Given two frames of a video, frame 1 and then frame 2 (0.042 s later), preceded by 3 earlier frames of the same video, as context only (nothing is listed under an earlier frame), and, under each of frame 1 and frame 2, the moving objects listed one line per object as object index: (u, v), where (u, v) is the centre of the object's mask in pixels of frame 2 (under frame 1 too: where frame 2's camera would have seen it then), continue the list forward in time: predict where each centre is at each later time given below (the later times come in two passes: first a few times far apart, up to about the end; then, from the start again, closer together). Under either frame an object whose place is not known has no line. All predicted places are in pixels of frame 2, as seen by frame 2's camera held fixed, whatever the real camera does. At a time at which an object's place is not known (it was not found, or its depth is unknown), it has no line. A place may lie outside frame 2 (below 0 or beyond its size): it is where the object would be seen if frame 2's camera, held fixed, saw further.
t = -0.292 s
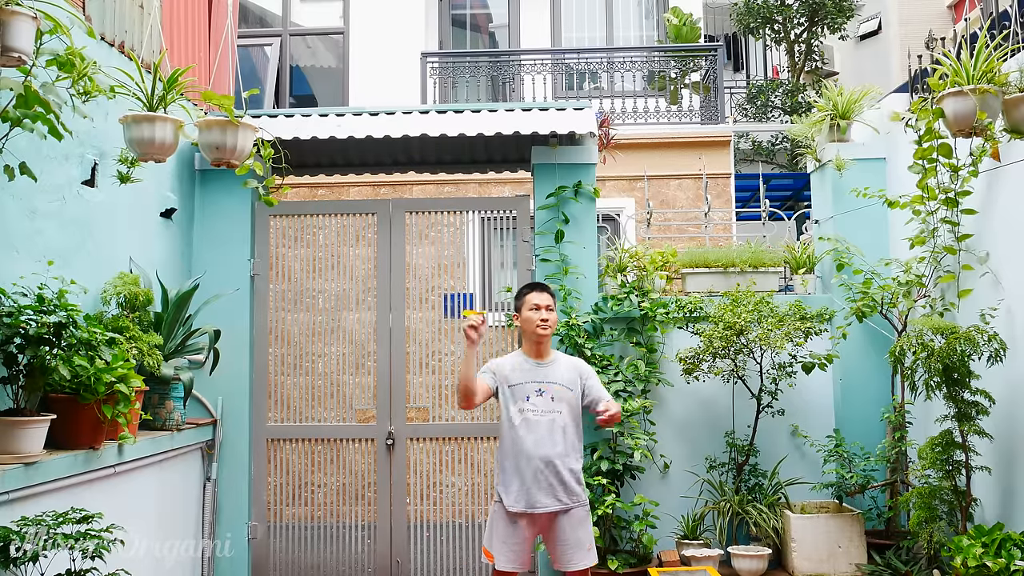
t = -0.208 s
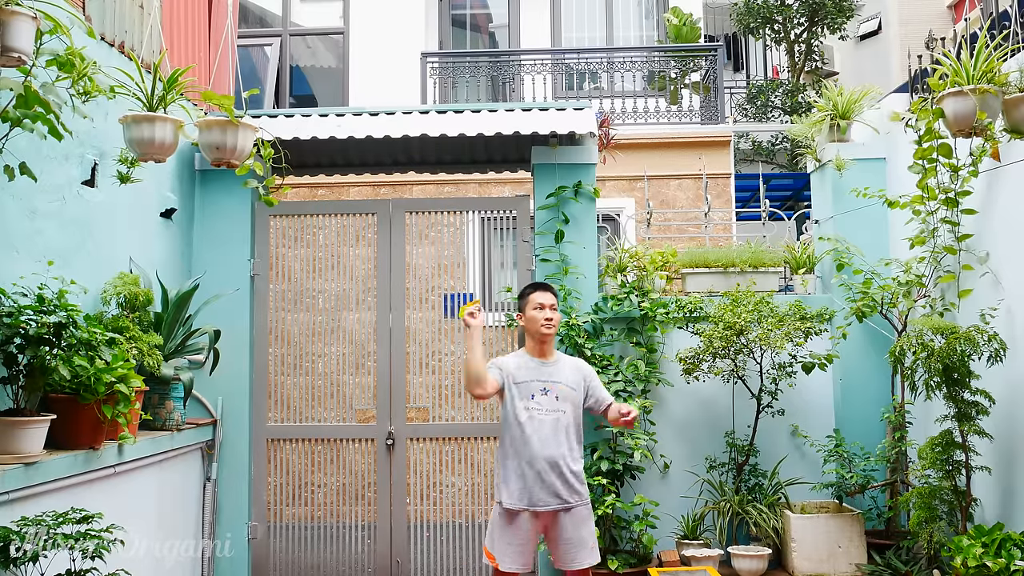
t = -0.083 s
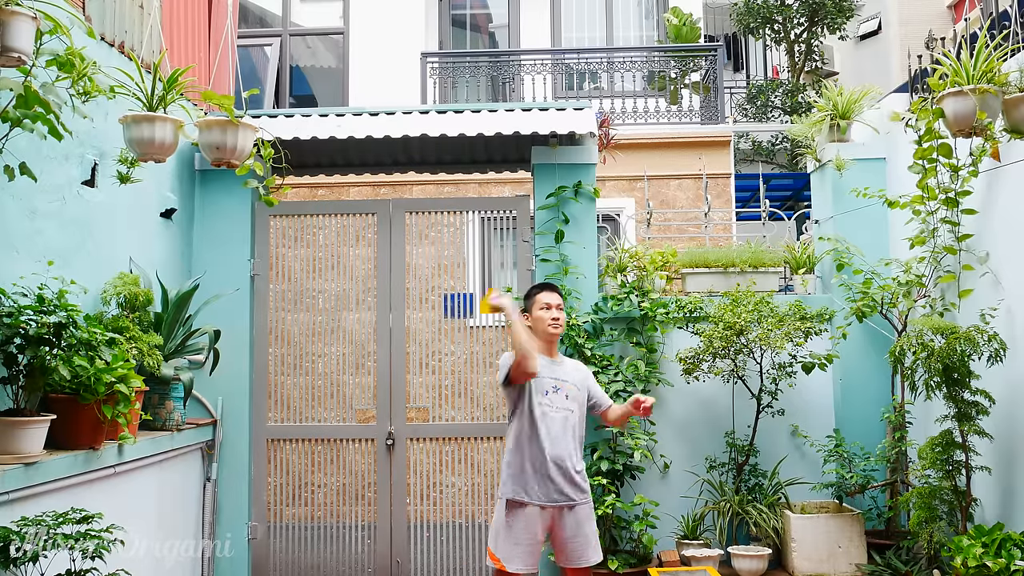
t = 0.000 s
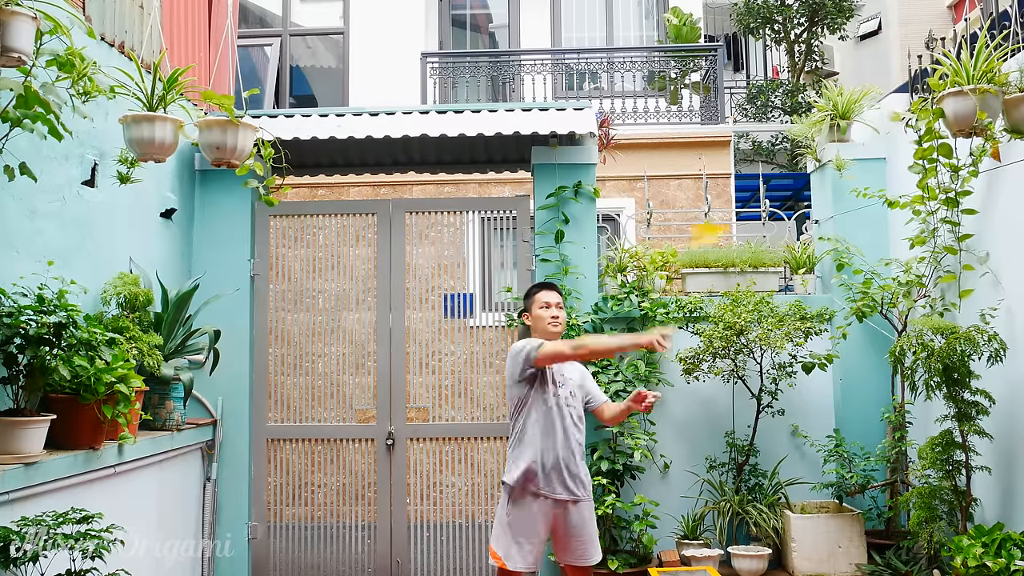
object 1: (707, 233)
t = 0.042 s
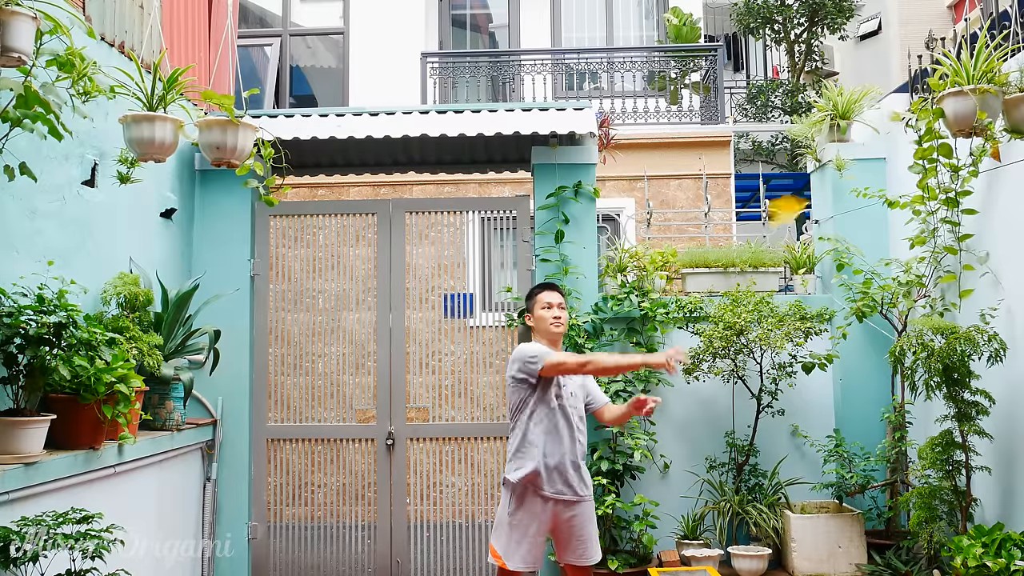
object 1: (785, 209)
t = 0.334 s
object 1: (810, 116)
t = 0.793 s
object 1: (13, 353)
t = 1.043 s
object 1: (108, 423)
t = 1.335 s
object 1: (241, 496)
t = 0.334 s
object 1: (810, 116)
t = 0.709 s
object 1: (14, 331)
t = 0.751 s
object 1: (12, 344)
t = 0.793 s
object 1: (13, 353)
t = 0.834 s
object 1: (16, 361)
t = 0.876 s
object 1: (25, 371)
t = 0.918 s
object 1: (55, 394)
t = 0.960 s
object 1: (71, 404)
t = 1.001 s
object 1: (90, 414)
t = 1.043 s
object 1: (108, 423)
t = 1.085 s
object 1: (126, 433)
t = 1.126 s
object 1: (145, 442)
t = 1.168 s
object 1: (165, 452)
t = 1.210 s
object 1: (184, 463)
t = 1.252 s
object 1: (205, 475)
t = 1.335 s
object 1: (241, 496)
